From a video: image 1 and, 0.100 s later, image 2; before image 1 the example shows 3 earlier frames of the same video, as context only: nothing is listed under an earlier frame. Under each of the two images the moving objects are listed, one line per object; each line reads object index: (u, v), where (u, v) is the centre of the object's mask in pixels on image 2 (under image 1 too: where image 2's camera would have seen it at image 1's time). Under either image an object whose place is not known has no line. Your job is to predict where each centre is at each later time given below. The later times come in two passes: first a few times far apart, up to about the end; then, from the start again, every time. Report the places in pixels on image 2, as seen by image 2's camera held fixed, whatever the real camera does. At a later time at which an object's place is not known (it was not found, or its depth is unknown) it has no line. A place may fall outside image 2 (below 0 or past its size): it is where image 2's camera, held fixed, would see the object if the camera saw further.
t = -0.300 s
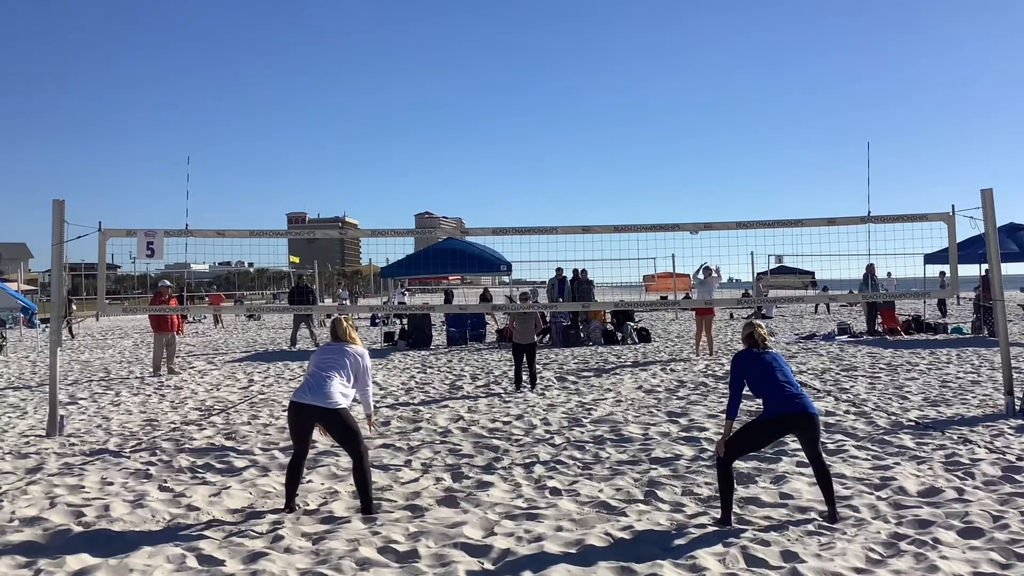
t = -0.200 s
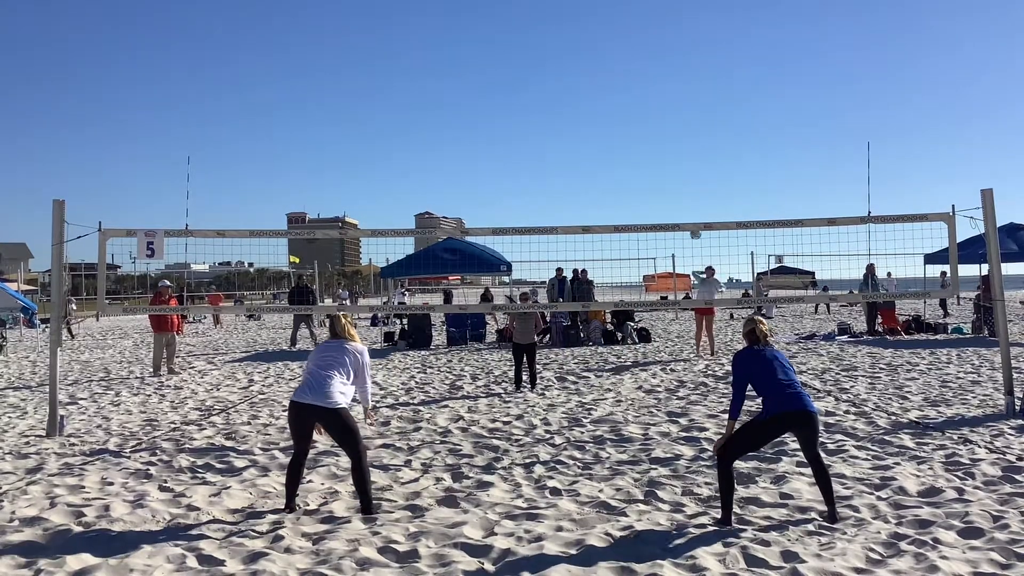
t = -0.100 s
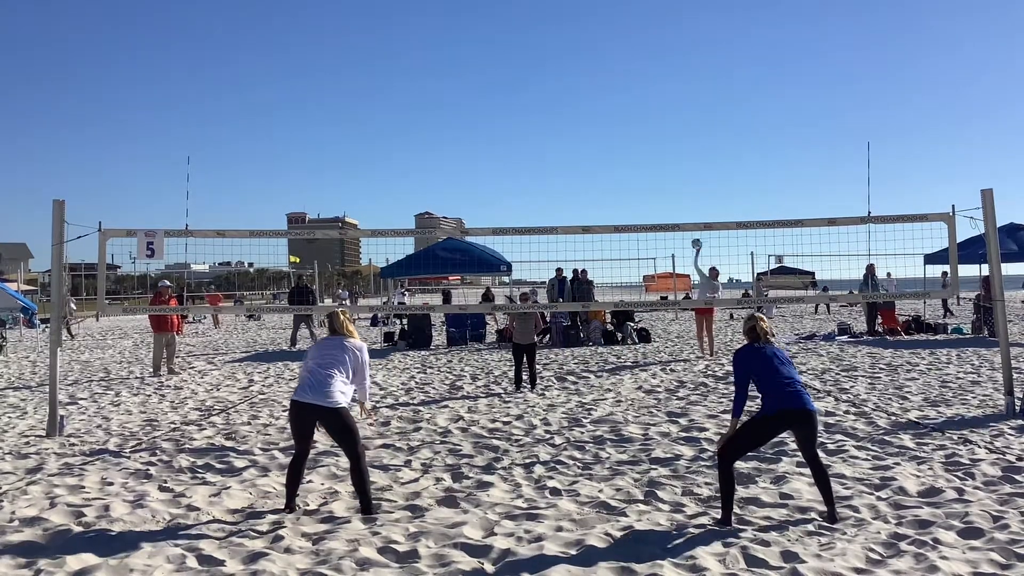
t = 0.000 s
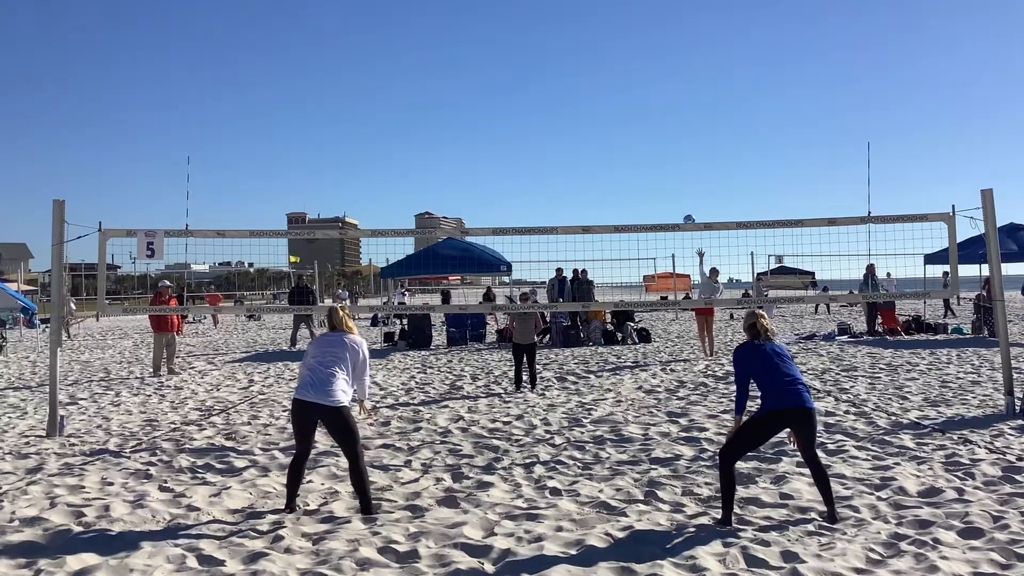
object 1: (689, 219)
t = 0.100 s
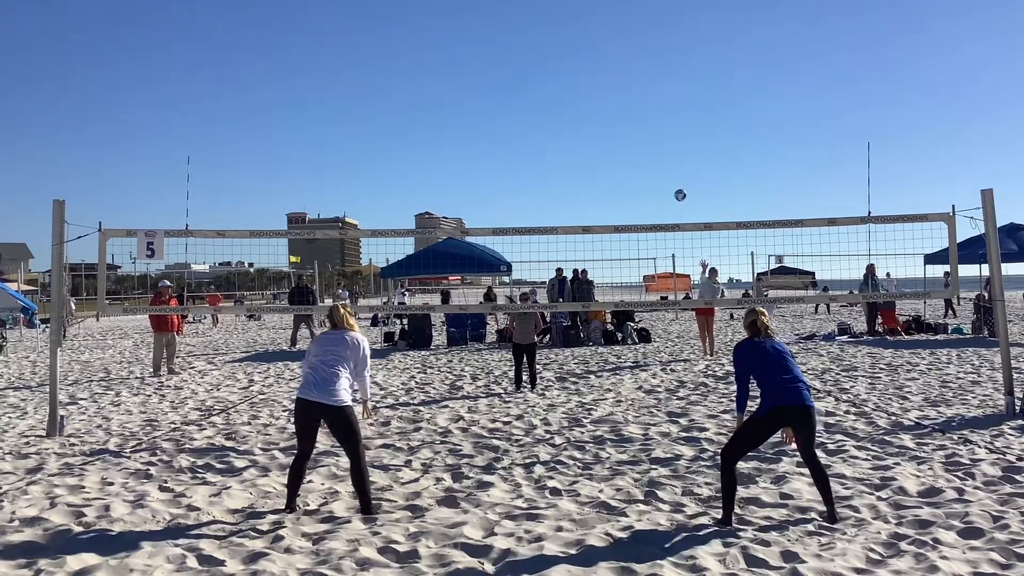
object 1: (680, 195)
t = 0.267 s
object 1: (663, 157)
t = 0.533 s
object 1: (623, 126)
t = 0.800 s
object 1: (563, 148)
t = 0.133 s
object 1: (677, 187)
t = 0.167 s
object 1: (673, 179)
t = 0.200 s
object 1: (670, 172)
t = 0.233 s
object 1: (667, 164)
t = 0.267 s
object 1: (663, 157)
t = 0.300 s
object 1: (659, 152)
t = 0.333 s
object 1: (654, 146)
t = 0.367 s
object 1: (650, 141)
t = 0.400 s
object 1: (645, 137)
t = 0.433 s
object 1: (640, 132)
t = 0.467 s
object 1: (635, 130)
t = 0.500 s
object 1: (629, 127)
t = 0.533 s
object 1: (623, 126)
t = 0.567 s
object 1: (617, 125)
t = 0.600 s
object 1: (611, 125)
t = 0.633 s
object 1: (604, 127)
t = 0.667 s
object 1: (597, 128)
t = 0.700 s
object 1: (589, 131)
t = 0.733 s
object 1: (581, 136)
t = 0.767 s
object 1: (572, 142)
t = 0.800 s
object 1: (563, 148)
